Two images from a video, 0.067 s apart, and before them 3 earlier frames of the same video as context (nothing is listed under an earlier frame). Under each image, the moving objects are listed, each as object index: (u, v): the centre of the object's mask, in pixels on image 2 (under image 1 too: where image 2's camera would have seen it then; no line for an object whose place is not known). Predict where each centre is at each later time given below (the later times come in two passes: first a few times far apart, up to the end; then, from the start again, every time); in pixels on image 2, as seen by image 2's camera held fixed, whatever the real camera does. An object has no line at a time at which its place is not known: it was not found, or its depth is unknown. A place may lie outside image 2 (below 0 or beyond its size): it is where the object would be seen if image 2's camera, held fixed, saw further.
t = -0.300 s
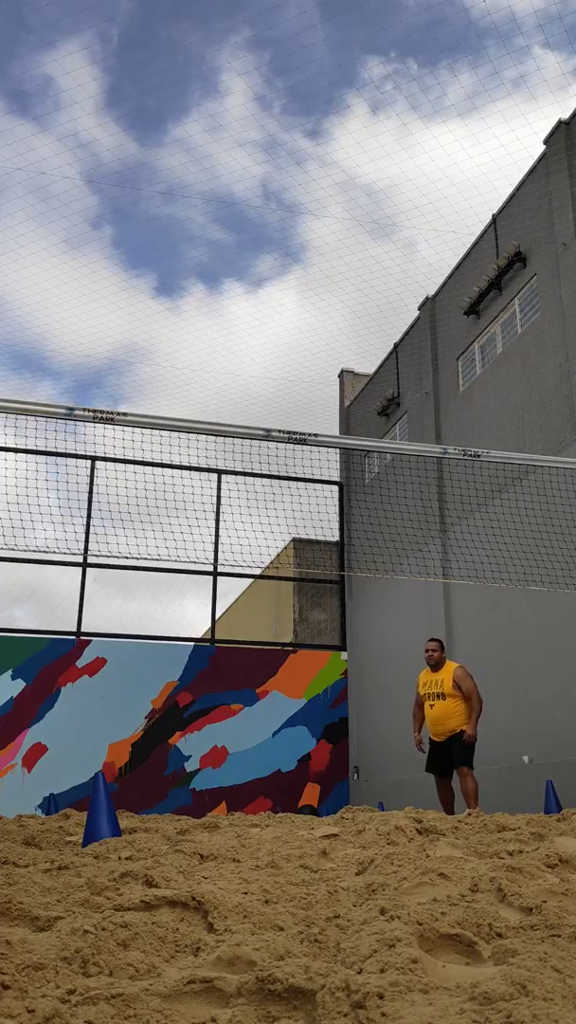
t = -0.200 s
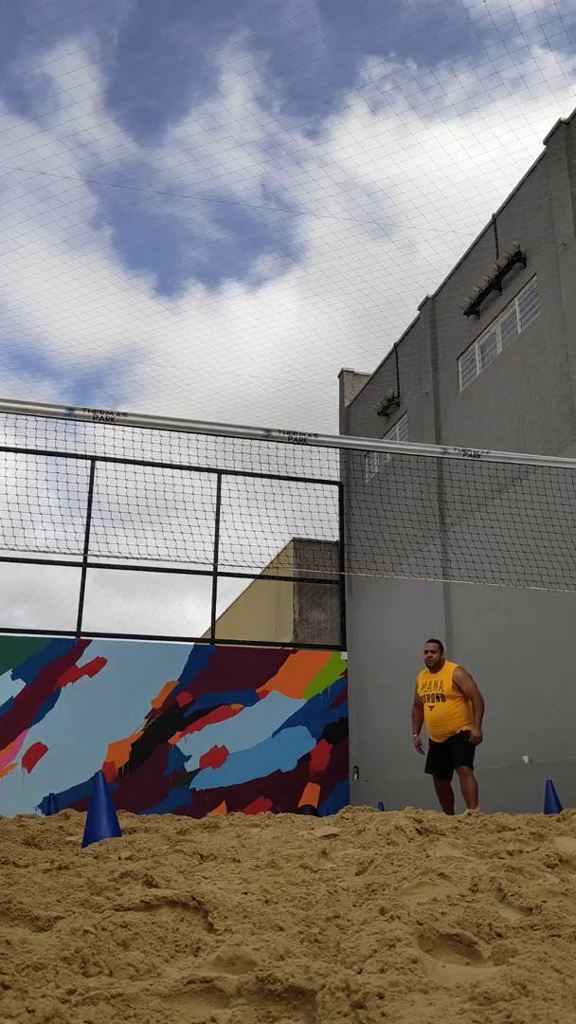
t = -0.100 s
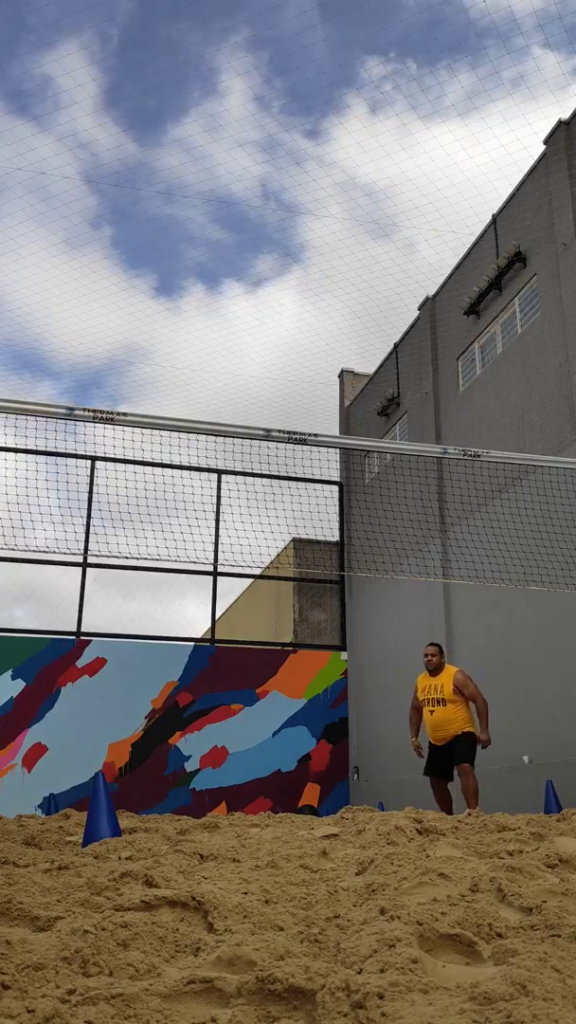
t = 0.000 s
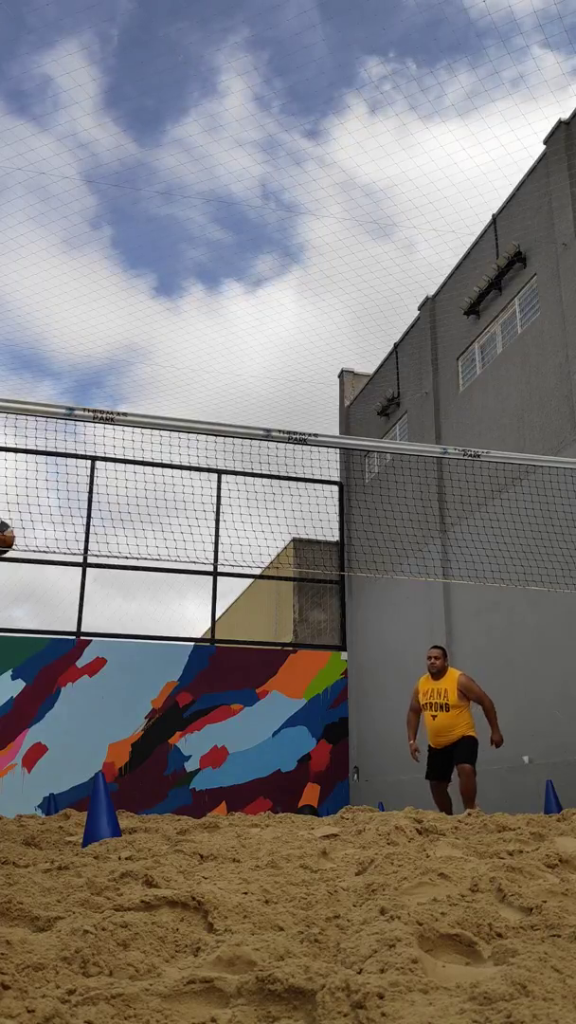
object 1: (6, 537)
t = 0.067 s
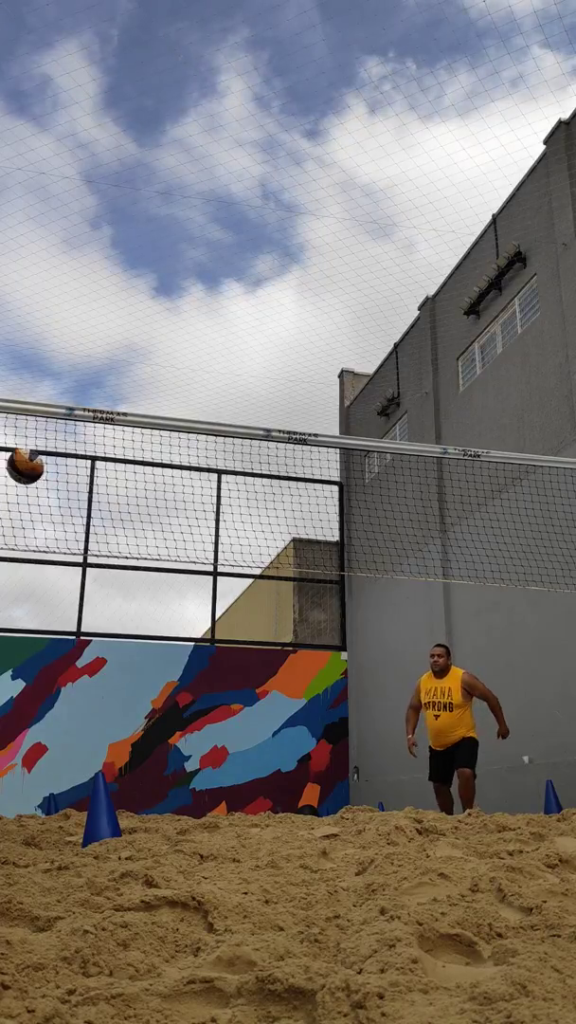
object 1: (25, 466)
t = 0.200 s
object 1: (77, 356)
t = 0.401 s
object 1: (142, 255)
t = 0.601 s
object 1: (196, 214)
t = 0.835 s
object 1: (251, 225)
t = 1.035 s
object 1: (294, 284)
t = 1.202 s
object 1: (329, 369)
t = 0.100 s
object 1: (39, 435)
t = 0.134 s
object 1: (52, 397)
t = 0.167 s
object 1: (65, 380)
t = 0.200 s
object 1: (77, 356)
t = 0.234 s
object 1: (89, 334)
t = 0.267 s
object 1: (100, 315)
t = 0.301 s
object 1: (111, 297)
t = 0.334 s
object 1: (122, 282)
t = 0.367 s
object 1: (132, 268)
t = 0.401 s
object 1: (142, 255)
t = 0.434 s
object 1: (151, 245)
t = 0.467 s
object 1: (161, 236)
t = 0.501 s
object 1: (170, 228)
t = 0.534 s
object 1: (179, 222)
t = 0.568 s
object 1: (187, 217)
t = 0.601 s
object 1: (196, 214)
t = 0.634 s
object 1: (204, 211)
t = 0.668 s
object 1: (212, 210)
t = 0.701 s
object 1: (220, 211)
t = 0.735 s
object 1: (228, 213)
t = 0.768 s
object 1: (236, 216)
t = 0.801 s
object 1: (243, 220)
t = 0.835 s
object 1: (251, 225)
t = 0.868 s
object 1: (258, 232)
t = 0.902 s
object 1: (265, 240)
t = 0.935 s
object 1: (273, 249)
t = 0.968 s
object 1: (280, 260)
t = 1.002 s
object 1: (287, 271)
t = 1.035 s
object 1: (294, 284)
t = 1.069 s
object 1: (301, 298)
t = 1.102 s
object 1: (309, 314)
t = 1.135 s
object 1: (316, 331)
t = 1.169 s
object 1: (322, 349)
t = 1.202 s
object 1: (329, 369)
